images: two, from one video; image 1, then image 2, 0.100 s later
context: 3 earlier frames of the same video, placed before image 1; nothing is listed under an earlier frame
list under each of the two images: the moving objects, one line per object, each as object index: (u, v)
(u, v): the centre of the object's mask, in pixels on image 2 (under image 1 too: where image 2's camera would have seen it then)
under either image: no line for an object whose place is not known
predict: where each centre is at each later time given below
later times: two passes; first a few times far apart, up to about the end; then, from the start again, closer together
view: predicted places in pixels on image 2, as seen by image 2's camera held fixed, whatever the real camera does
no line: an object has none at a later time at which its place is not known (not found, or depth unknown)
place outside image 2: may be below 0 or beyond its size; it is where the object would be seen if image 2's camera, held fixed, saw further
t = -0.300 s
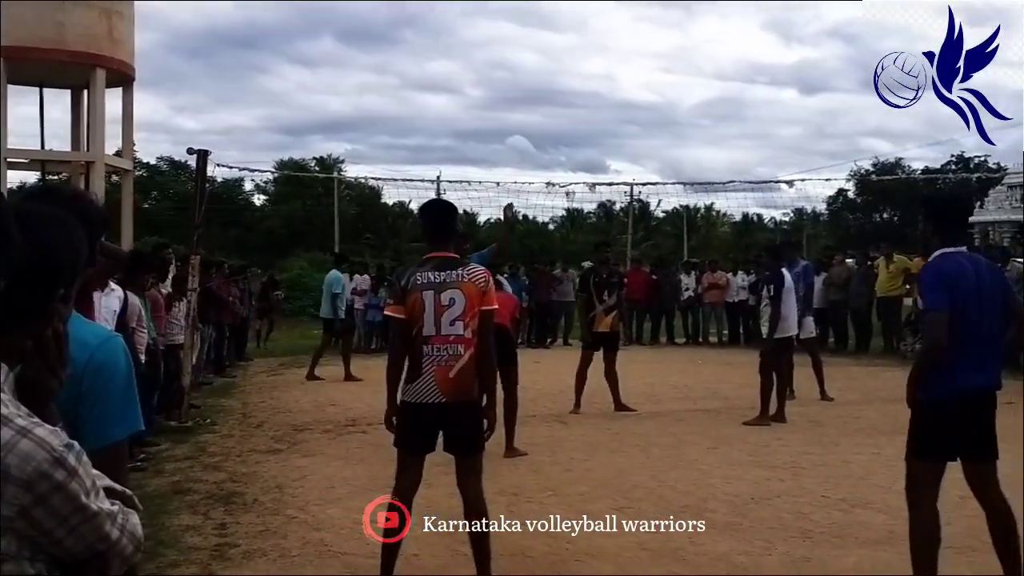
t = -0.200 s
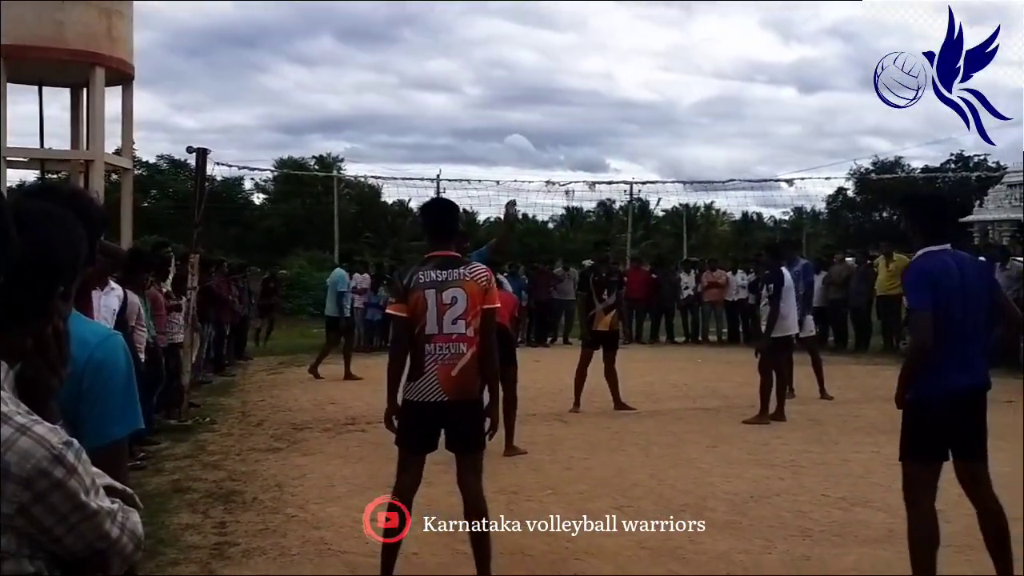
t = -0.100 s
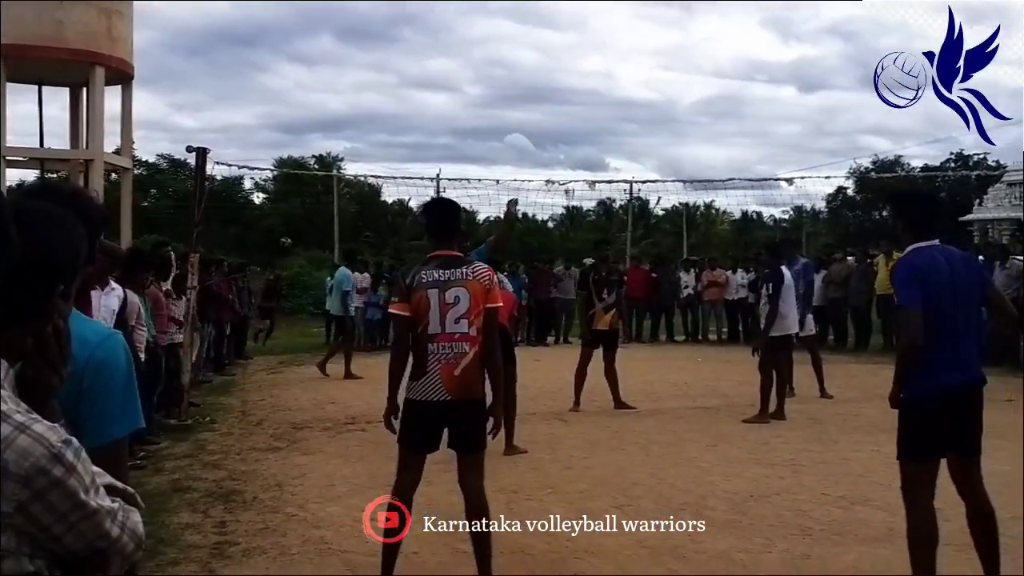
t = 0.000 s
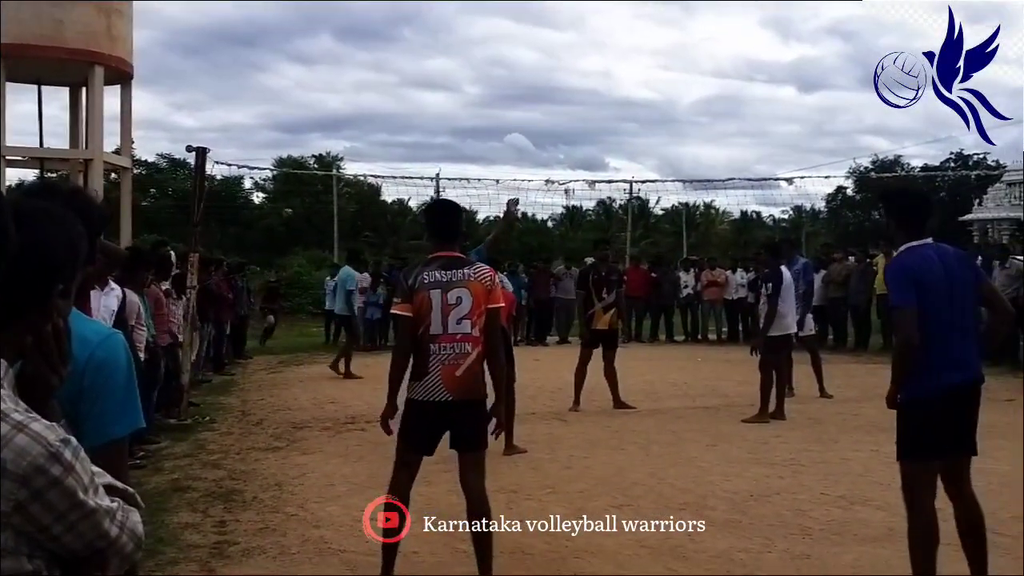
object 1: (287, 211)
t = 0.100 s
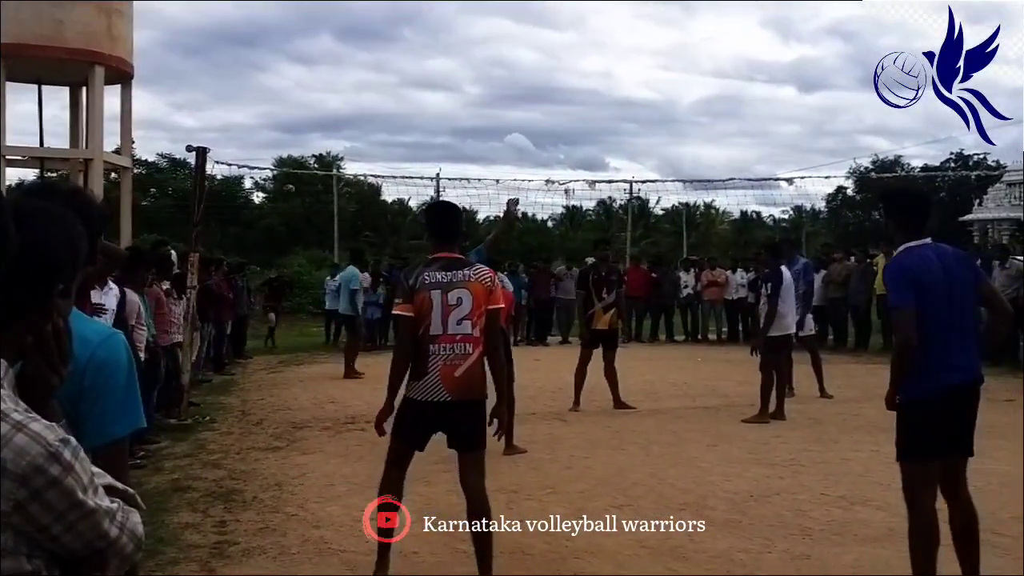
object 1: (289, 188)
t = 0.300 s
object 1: (292, 155)
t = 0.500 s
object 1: (296, 142)
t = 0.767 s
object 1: (300, 155)
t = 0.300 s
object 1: (292, 155)
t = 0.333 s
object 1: (293, 153)
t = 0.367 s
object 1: (294, 150)
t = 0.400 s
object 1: (294, 147)
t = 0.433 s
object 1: (295, 145)
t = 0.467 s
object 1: (295, 143)
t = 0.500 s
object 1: (296, 142)
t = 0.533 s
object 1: (296, 142)
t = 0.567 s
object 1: (297, 143)
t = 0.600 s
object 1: (297, 144)
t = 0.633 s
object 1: (298, 145)
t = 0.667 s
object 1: (299, 147)
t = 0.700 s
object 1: (299, 150)
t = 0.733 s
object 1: (300, 153)
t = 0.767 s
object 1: (300, 155)
